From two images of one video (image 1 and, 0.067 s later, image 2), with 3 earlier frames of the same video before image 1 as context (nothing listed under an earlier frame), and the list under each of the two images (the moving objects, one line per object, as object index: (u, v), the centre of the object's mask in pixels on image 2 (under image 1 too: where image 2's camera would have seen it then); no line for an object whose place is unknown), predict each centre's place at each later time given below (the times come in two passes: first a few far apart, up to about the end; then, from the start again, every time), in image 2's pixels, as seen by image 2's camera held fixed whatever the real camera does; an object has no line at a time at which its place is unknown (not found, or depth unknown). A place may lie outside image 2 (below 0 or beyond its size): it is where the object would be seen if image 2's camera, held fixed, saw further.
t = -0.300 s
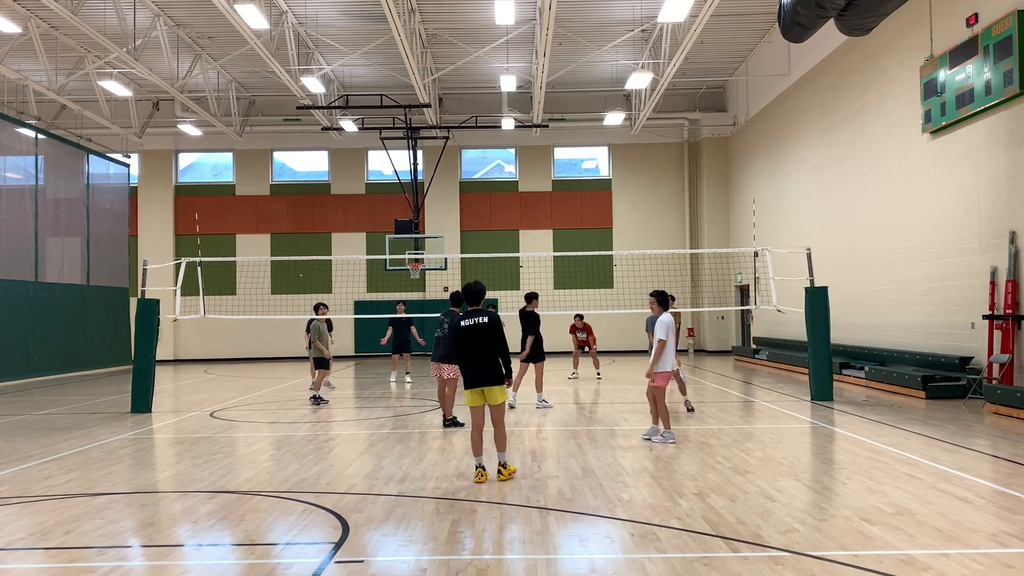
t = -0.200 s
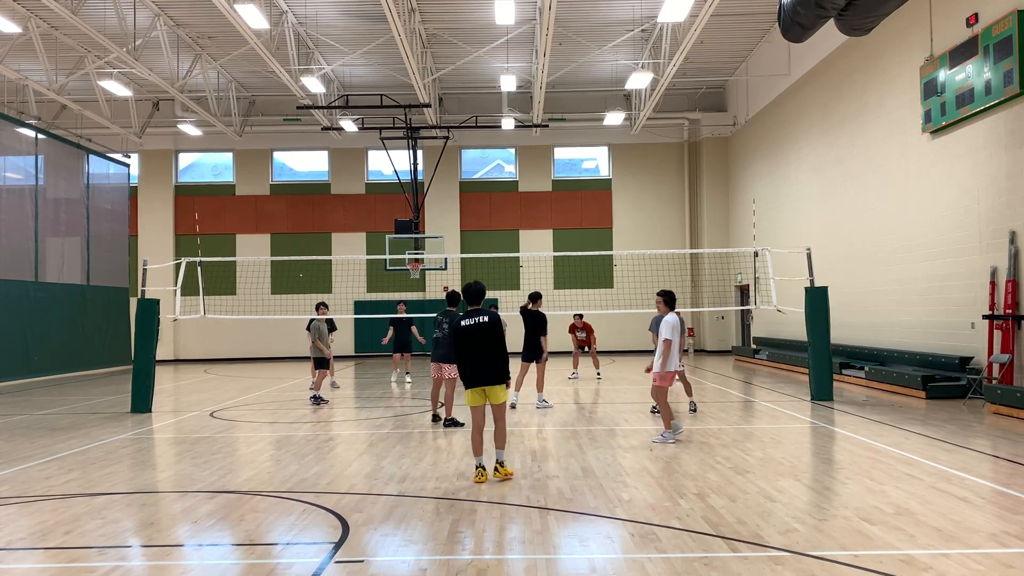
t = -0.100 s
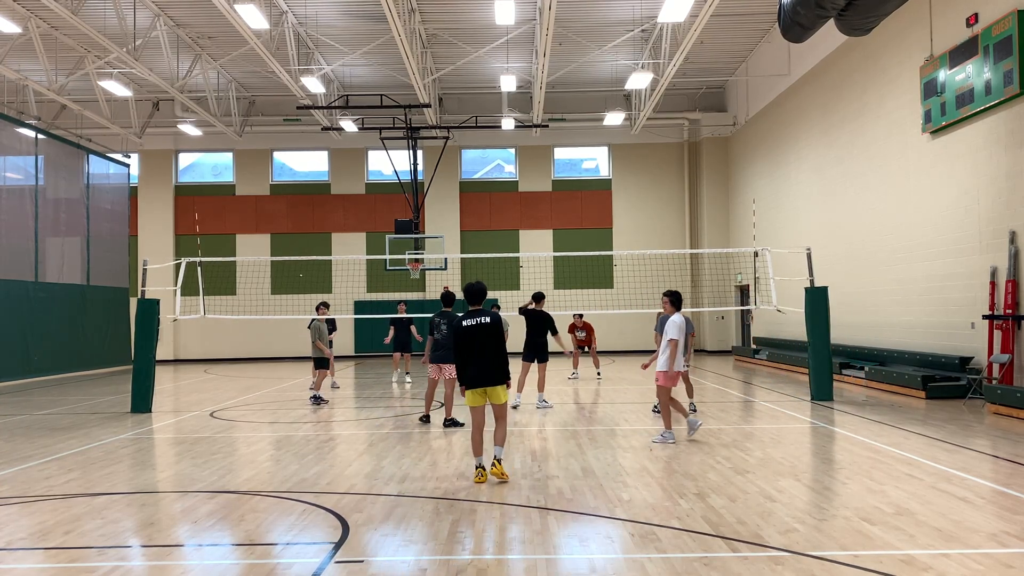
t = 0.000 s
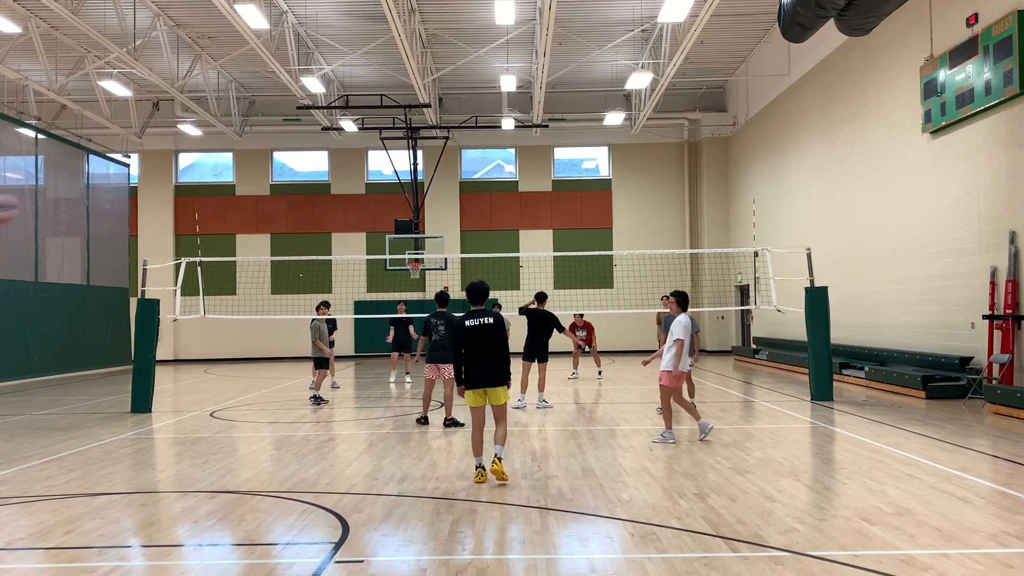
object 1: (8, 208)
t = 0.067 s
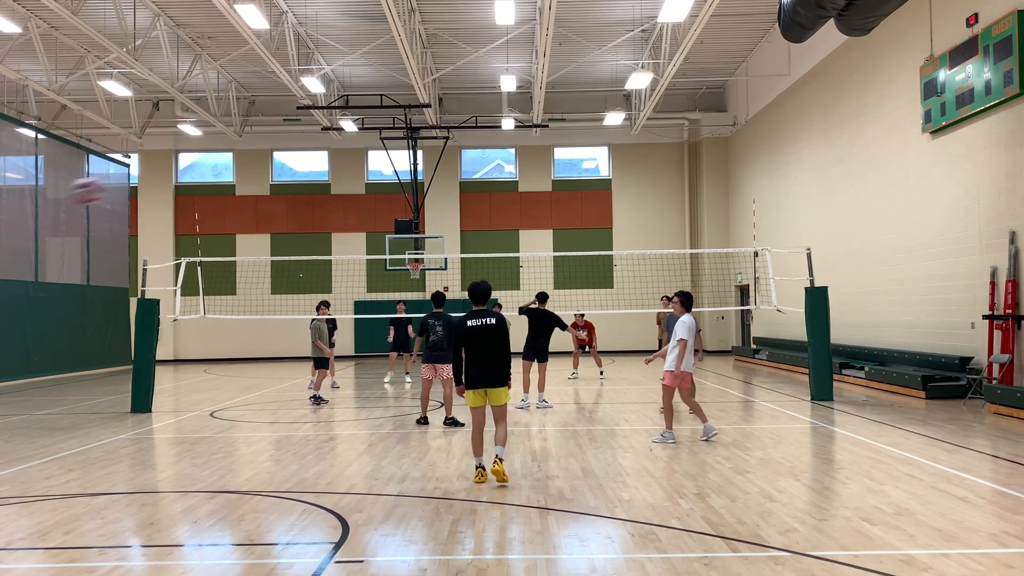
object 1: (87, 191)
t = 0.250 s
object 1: (248, 171)
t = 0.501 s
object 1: (352, 193)
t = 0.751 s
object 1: (403, 235)
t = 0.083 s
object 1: (107, 188)
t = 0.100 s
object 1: (124, 185)
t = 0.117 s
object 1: (148, 180)
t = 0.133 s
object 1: (158, 178)
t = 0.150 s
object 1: (171, 177)
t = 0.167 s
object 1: (187, 176)
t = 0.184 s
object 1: (202, 174)
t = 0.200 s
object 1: (214, 173)
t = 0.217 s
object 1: (227, 172)
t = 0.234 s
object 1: (239, 171)
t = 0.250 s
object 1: (248, 171)
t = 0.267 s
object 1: (257, 171)
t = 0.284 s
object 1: (265, 171)
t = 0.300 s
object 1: (274, 173)
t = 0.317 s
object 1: (284, 174)
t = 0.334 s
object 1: (292, 175)
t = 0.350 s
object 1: (300, 177)
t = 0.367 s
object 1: (306, 178)
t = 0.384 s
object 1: (313, 180)
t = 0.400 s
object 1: (320, 181)
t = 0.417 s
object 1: (326, 183)
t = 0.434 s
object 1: (331, 185)
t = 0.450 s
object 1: (337, 187)
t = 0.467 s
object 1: (341, 188)
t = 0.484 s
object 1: (347, 191)
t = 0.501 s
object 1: (352, 193)
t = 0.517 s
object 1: (357, 195)
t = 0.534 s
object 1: (361, 198)
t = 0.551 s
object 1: (365, 200)
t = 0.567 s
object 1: (369, 203)
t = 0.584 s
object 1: (373, 206)
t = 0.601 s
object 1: (376, 208)
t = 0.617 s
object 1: (380, 211)
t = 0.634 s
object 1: (383, 214)
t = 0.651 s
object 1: (386, 217)
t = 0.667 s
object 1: (389, 220)
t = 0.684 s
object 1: (392, 223)
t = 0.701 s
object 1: (395, 226)
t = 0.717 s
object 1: (397, 229)
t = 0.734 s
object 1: (400, 232)
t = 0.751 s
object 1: (403, 235)
